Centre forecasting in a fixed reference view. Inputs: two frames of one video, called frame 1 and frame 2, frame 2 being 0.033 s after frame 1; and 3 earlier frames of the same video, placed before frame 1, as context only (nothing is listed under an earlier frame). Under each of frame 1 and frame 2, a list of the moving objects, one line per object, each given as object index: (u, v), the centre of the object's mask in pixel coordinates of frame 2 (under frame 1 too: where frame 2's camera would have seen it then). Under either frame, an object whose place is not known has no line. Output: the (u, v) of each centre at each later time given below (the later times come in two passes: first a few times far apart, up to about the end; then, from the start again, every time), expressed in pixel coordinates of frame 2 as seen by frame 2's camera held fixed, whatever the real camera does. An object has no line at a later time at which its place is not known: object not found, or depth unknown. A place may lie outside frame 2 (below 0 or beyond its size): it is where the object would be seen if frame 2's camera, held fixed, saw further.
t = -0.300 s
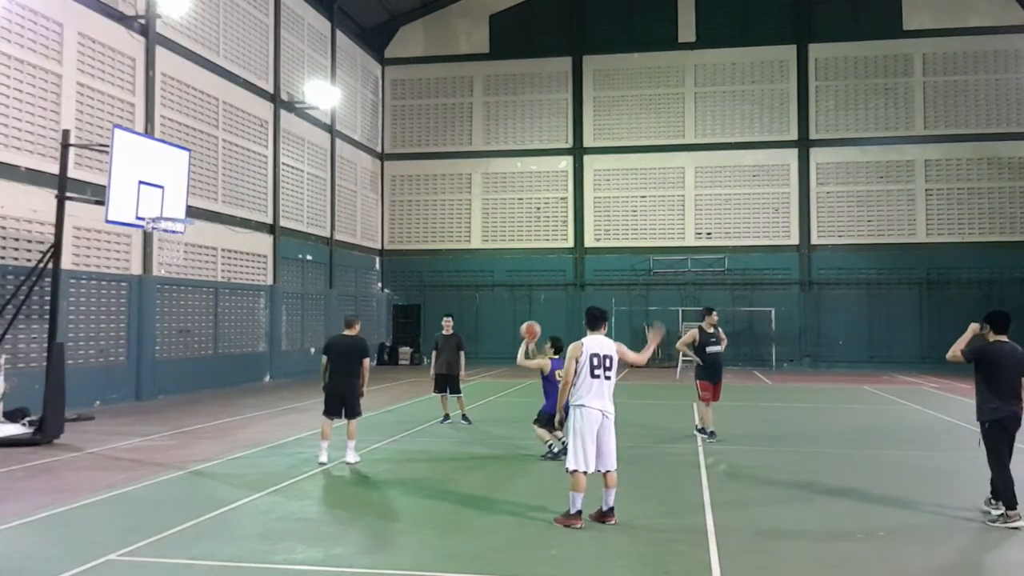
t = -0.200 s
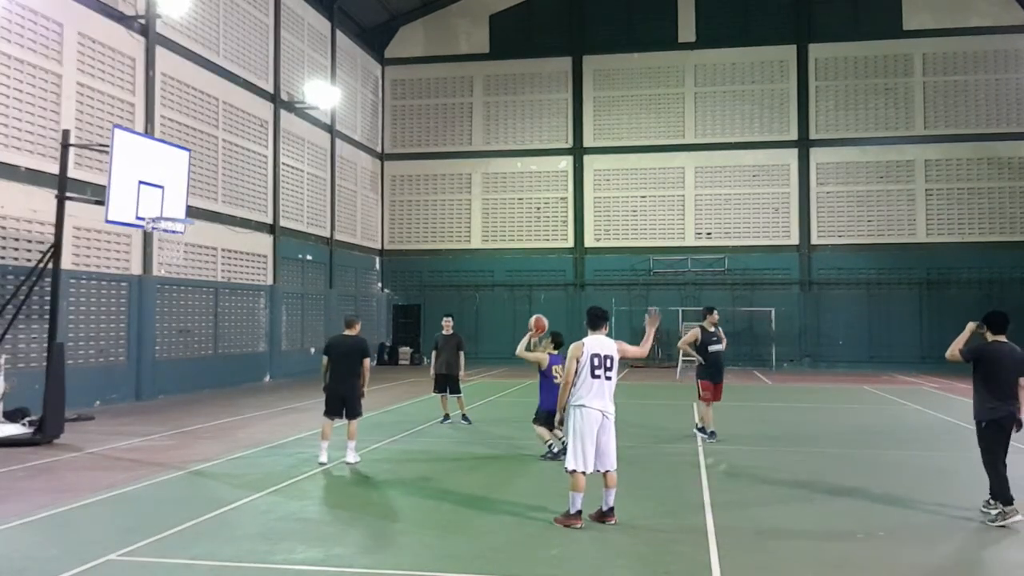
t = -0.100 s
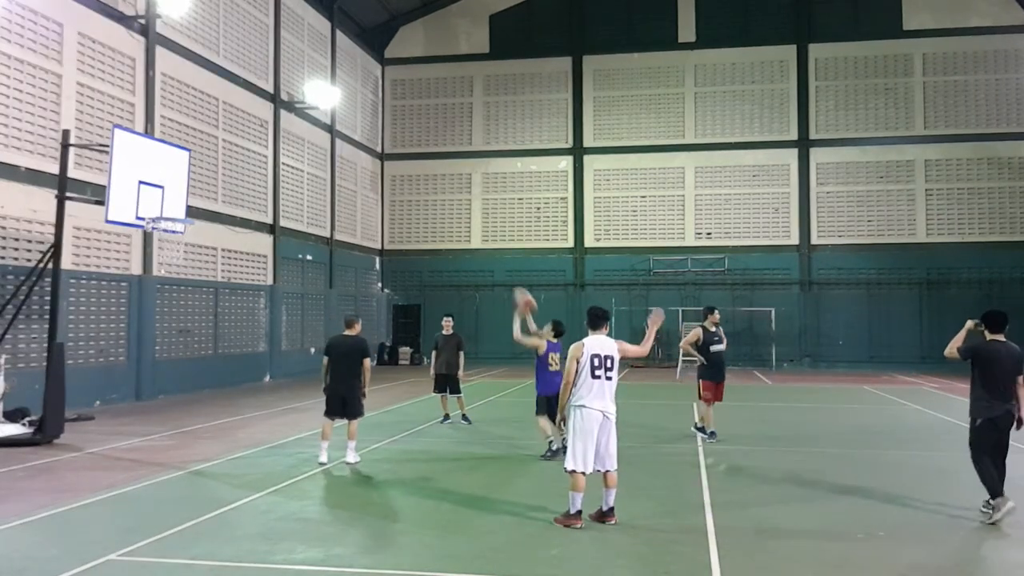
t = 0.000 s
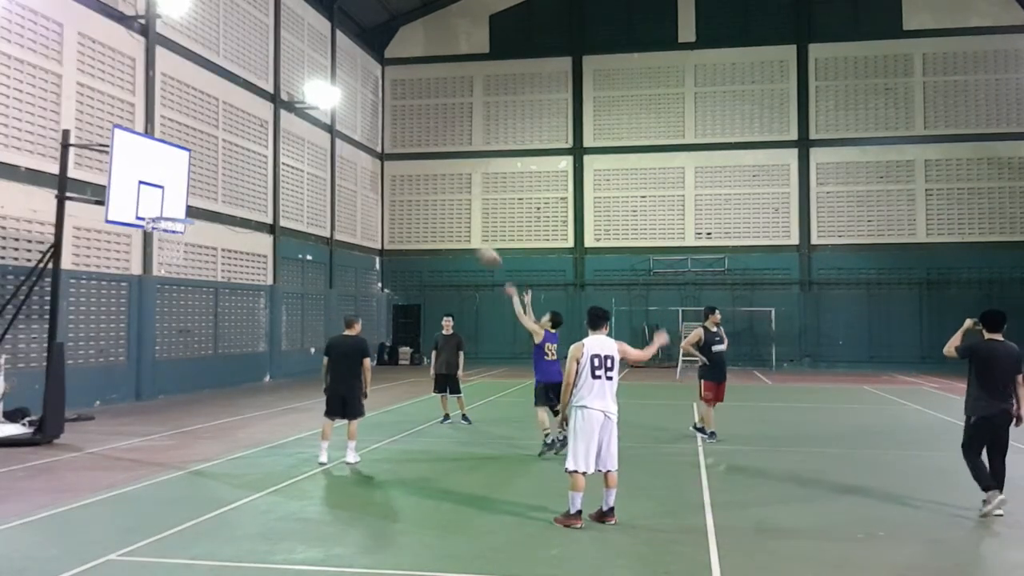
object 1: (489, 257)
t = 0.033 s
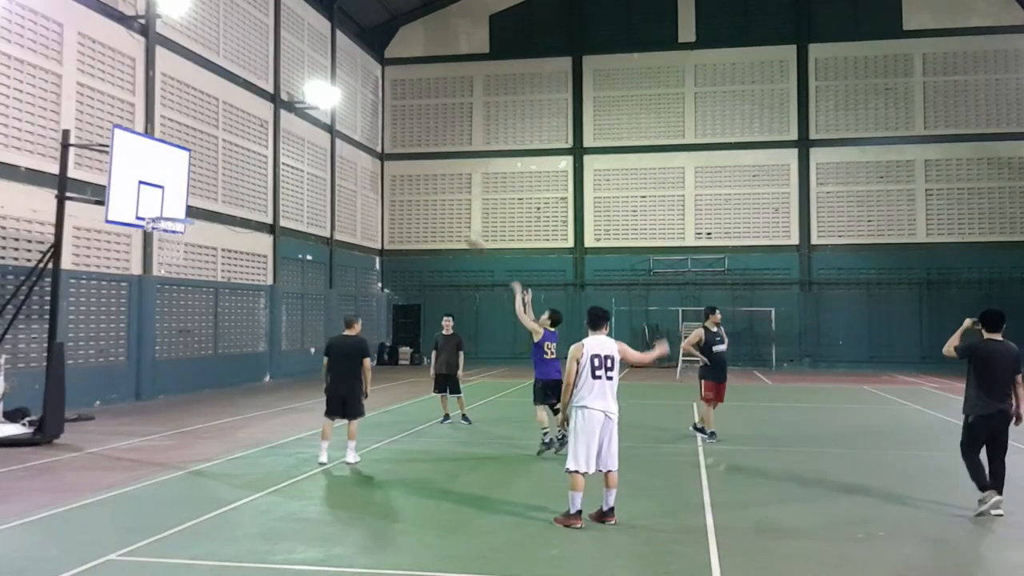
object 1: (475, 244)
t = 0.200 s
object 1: (415, 186)
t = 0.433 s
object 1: (337, 148)
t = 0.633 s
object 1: (271, 149)
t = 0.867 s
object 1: (196, 187)
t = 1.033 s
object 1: (182, 215)
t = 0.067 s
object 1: (462, 228)
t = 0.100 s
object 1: (450, 218)
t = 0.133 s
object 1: (439, 206)
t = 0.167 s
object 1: (426, 197)
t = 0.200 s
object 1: (415, 186)
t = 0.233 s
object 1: (401, 177)
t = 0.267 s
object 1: (392, 171)
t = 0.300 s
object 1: (380, 164)
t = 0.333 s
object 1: (371, 159)
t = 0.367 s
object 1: (359, 155)
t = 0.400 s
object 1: (347, 151)
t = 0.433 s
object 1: (337, 148)
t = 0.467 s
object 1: (325, 146)
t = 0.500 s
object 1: (314, 146)
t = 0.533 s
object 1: (302, 145)
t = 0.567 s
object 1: (293, 147)
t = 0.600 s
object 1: (281, 146)
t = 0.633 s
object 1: (271, 149)
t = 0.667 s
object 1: (260, 151)
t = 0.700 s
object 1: (248, 155)
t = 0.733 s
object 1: (237, 161)
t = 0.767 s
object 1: (225, 166)
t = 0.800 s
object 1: (216, 172)
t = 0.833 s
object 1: (207, 179)
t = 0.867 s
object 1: (196, 187)
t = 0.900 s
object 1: (186, 197)
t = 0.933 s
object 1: (175, 205)
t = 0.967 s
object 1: (166, 212)
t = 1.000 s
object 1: (175, 214)
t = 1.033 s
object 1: (182, 215)
